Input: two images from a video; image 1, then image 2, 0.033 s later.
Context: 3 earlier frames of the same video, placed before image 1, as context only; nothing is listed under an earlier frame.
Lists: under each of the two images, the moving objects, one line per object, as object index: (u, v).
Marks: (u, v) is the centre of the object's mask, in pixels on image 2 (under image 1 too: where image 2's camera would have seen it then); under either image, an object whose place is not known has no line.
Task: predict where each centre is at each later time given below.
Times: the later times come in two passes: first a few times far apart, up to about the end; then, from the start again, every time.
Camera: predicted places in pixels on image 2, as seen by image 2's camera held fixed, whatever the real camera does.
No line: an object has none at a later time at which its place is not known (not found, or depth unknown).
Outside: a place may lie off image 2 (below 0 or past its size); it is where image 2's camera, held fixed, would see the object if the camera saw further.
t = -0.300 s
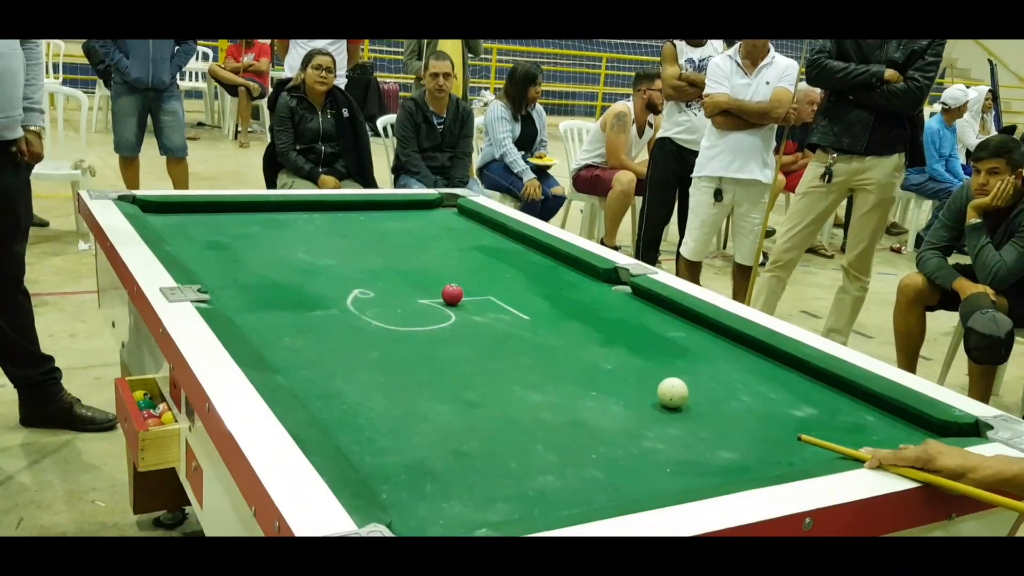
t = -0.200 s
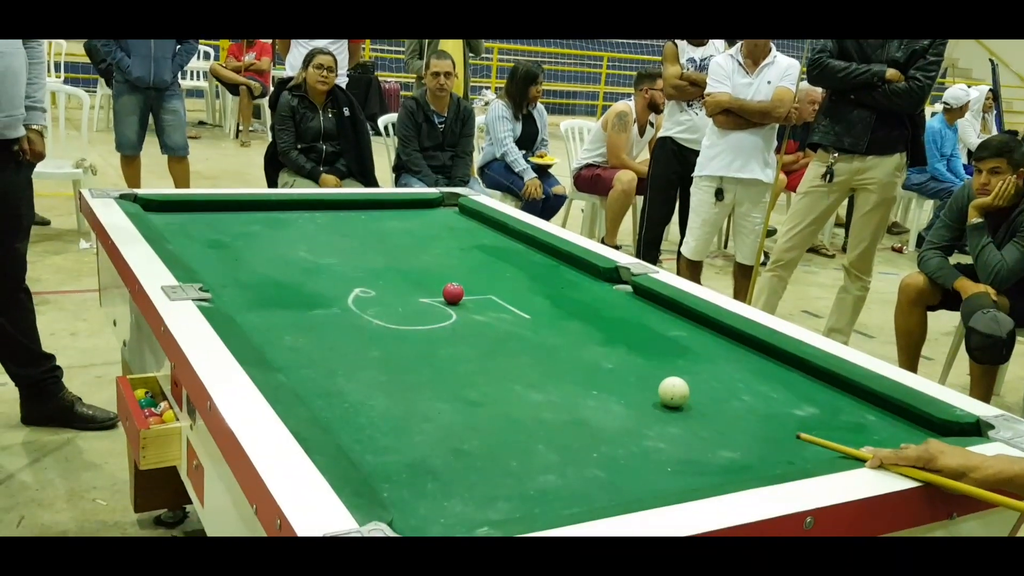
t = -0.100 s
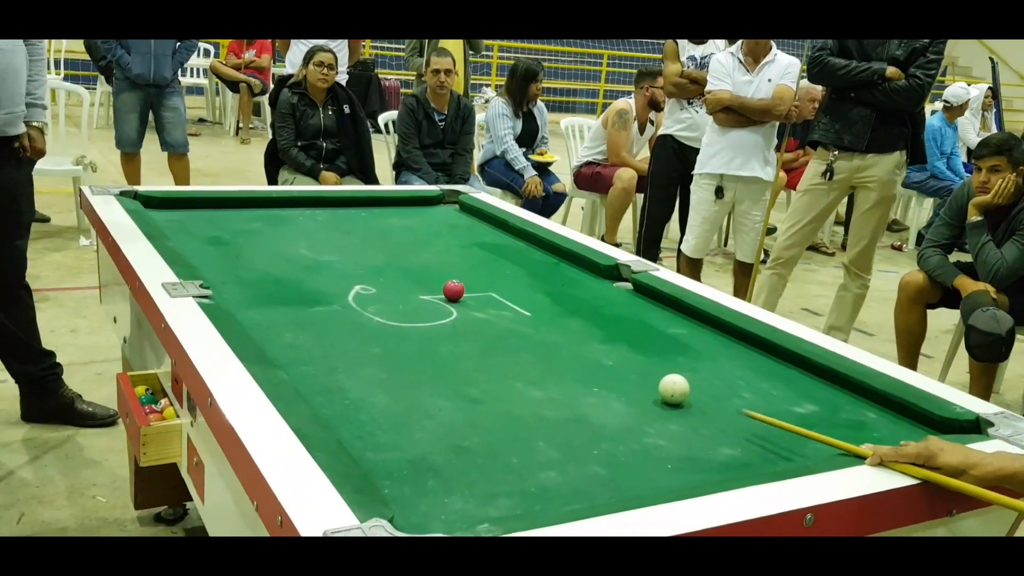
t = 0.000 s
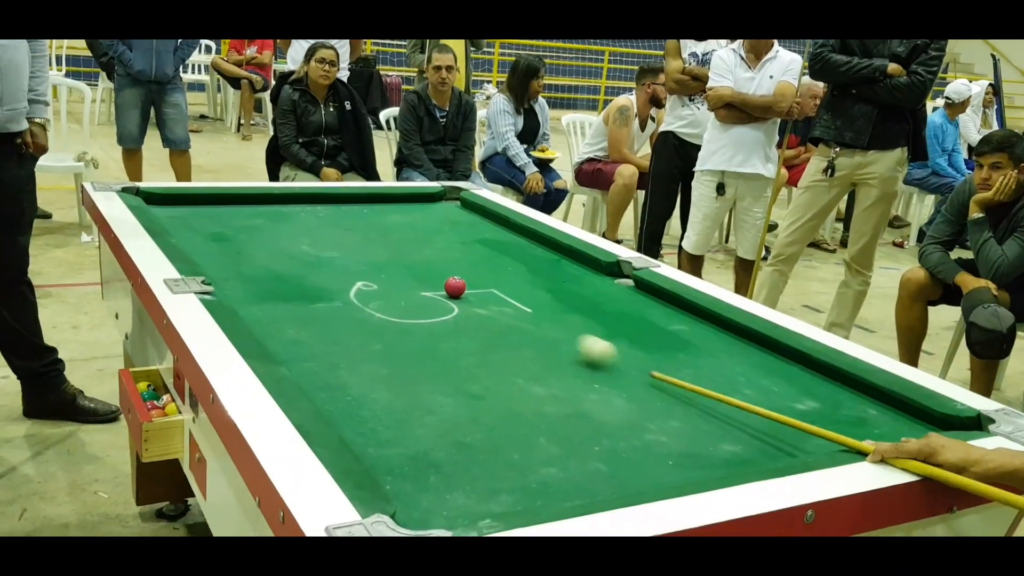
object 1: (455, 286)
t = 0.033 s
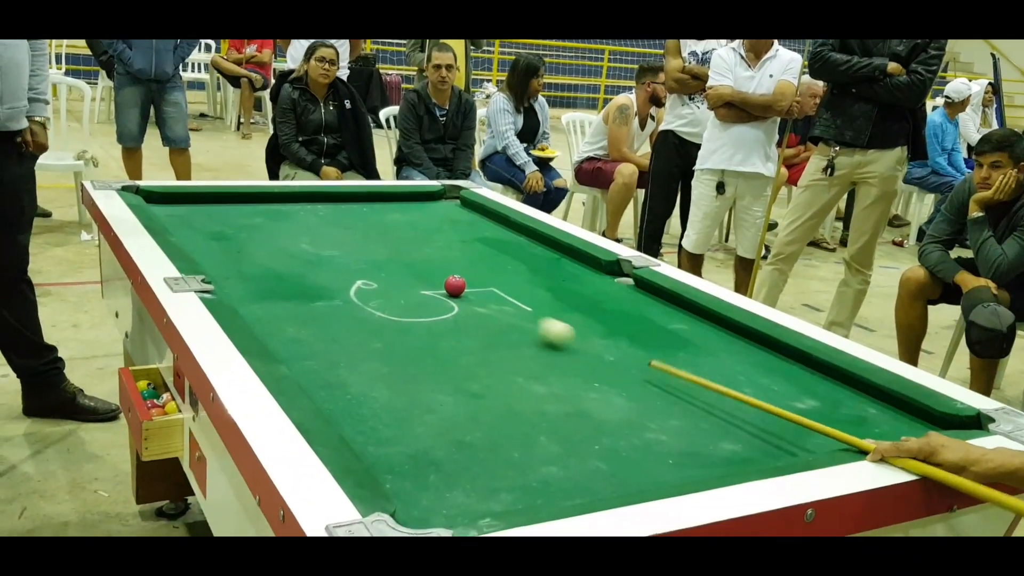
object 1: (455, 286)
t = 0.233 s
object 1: (454, 260)
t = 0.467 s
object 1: (453, 222)
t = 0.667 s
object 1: (451, 199)
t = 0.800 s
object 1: (454, 199)
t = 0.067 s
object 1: (455, 286)
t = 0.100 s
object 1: (455, 286)
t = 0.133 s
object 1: (456, 277)
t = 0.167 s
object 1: (455, 277)
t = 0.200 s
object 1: (455, 268)
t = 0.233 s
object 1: (454, 260)
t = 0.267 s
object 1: (454, 253)
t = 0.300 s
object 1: (454, 247)
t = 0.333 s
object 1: (453, 241)
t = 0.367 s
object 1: (453, 236)
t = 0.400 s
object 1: (453, 231)
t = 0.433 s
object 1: (453, 227)
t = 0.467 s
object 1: (453, 222)
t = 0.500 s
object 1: (453, 218)
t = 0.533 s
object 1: (452, 214)
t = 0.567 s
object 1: (452, 210)
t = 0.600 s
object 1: (452, 206)
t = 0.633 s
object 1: (452, 203)
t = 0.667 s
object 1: (451, 199)
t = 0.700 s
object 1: (451, 196)
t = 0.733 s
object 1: (452, 193)
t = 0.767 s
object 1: (454, 196)
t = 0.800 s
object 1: (454, 199)
